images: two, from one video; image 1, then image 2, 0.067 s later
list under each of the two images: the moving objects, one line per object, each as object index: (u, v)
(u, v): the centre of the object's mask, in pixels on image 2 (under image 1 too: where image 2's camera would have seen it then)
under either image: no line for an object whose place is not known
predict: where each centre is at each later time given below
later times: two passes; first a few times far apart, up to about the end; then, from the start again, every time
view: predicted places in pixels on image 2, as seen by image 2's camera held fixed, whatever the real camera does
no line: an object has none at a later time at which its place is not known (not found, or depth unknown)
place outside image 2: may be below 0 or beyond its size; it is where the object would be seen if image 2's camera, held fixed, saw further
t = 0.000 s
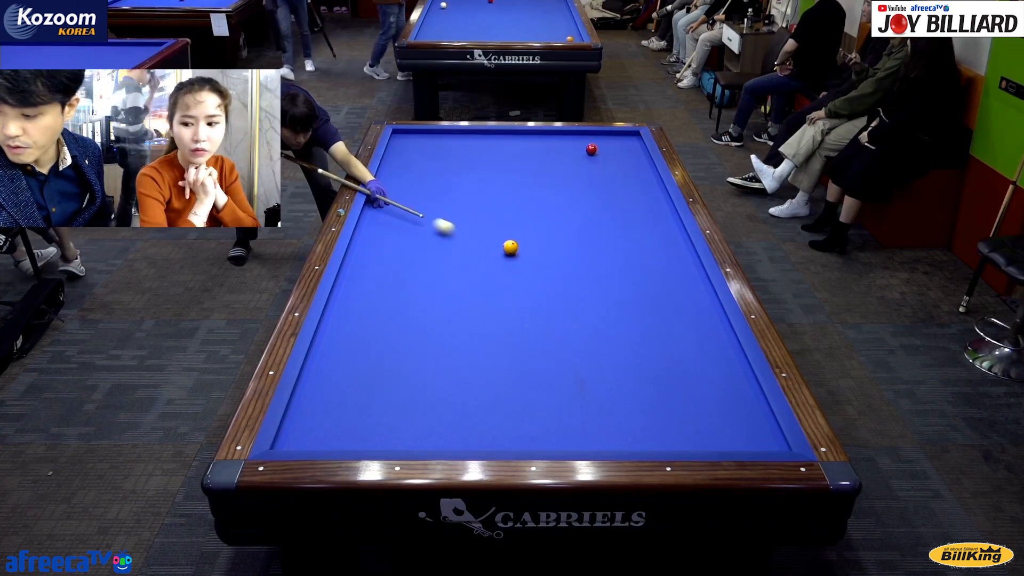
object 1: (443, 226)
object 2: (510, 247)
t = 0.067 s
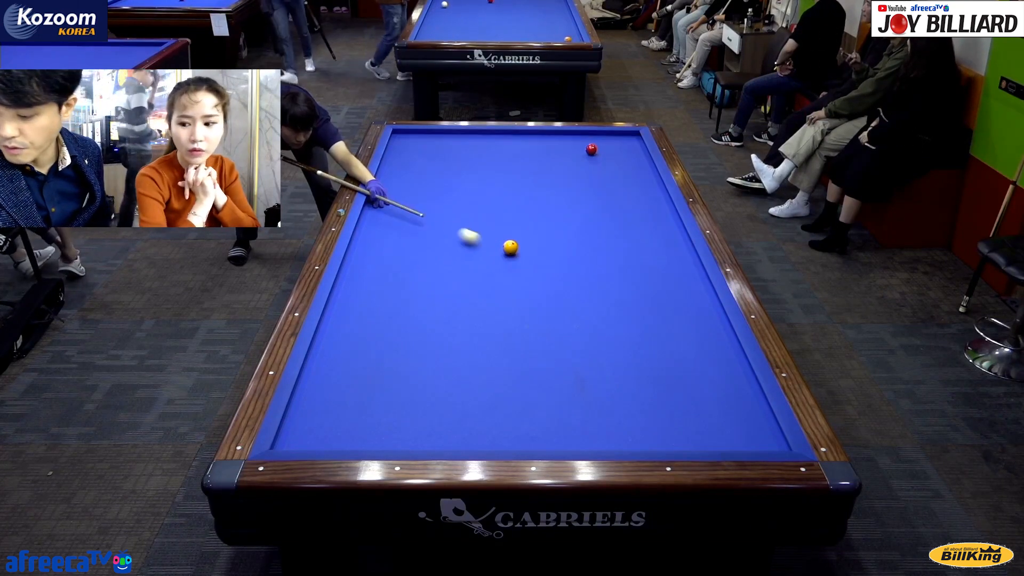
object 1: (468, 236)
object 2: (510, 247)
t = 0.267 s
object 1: (500, 269)
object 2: (560, 248)
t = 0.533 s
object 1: (534, 321)
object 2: (636, 250)
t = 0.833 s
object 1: (585, 397)
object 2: (670, 251)
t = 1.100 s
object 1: (621, 416)
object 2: (629, 252)
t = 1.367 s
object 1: (632, 372)
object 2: (590, 253)
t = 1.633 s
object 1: (642, 336)
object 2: (552, 254)
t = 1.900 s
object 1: (651, 305)
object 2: (513, 256)
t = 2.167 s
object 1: (659, 278)
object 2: (475, 257)
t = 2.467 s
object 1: (666, 251)
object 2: (433, 258)
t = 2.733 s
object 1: (671, 231)
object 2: (397, 260)
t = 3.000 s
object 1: (670, 213)
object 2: (361, 261)
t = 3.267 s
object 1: (657, 199)
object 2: (364, 262)
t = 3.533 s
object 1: (645, 186)
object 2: (384, 262)
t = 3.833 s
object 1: (633, 172)
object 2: (405, 264)
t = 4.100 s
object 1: (623, 161)
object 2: (423, 264)
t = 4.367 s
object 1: (615, 151)
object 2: (440, 265)
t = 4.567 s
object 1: (608, 144)
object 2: (453, 266)
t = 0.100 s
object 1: (482, 241)
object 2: (510, 248)
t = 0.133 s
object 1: (494, 247)
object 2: (512, 247)
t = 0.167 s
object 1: (496, 252)
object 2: (524, 247)
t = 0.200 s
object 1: (496, 258)
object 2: (537, 248)
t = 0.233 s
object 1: (498, 263)
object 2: (548, 248)
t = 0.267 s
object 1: (500, 269)
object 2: (560, 248)
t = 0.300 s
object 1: (503, 275)
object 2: (571, 248)
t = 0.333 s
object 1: (506, 281)
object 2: (581, 248)
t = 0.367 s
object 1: (510, 287)
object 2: (590, 248)
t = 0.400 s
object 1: (515, 294)
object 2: (600, 249)
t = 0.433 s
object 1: (519, 300)
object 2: (609, 249)
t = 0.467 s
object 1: (524, 307)
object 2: (618, 249)
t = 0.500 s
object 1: (529, 314)
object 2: (627, 249)
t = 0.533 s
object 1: (534, 321)
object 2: (636, 250)
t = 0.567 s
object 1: (538, 328)
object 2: (645, 250)
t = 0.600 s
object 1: (544, 336)
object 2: (654, 250)
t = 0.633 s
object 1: (549, 344)
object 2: (663, 250)
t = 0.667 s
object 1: (555, 353)
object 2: (672, 250)
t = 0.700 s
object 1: (560, 360)
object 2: (681, 251)
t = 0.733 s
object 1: (566, 369)
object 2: (688, 251)
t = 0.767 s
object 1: (572, 378)
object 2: (683, 251)
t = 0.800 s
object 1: (579, 388)
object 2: (676, 251)
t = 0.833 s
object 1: (585, 397)
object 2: (670, 251)
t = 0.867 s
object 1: (592, 407)
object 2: (665, 251)
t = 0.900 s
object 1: (598, 417)
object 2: (659, 252)
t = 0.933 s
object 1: (606, 428)
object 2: (655, 252)
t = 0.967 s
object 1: (613, 438)
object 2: (649, 252)
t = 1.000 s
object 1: (618, 439)
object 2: (644, 252)
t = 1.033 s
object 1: (619, 431)
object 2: (639, 252)
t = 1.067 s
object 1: (620, 423)
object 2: (635, 252)
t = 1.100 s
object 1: (621, 416)
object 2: (629, 252)
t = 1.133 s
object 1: (623, 409)
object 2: (624, 252)
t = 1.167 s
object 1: (624, 404)
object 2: (620, 253)
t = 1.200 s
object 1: (625, 397)
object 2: (614, 253)
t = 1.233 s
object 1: (627, 392)
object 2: (610, 253)
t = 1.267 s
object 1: (628, 387)
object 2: (605, 253)
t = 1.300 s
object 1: (630, 382)
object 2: (600, 253)
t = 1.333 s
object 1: (631, 377)
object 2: (595, 253)
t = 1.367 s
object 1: (632, 372)
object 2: (590, 253)
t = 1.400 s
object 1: (634, 367)
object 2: (585, 253)
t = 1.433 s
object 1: (635, 362)
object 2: (580, 254)
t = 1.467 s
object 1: (636, 358)
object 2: (575, 254)
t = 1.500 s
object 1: (638, 353)
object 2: (571, 254)
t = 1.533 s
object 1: (639, 348)
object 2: (566, 254)
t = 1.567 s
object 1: (640, 344)
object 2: (561, 254)
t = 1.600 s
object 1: (641, 340)
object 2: (556, 254)
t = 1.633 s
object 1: (642, 336)
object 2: (552, 254)
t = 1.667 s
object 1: (643, 331)
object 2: (547, 255)
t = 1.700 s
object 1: (645, 327)
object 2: (542, 255)
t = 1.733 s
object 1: (646, 323)
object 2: (537, 255)
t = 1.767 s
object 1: (647, 320)
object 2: (532, 255)
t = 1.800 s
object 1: (648, 316)
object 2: (527, 255)
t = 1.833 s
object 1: (649, 312)
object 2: (523, 255)
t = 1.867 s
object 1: (650, 308)
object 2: (518, 256)
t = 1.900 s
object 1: (651, 305)
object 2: (513, 256)
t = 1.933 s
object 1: (652, 301)
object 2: (508, 256)
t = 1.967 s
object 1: (653, 298)
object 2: (504, 256)
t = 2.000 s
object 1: (654, 294)
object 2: (499, 256)
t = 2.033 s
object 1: (655, 291)
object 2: (494, 256)
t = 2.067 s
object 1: (656, 287)
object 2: (489, 257)
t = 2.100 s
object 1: (657, 284)
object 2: (485, 257)
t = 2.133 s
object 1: (657, 281)
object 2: (480, 257)
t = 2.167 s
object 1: (659, 278)
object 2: (475, 257)
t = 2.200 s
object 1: (660, 275)
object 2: (470, 257)
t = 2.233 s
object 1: (660, 272)
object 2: (466, 257)
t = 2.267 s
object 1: (661, 269)
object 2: (461, 257)
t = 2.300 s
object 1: (662, 266)
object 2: (457, 257)
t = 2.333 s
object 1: (662, 262)
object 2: (452, 258)
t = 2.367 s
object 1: (664, 260)
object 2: (447, 258)
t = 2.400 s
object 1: (664, 257)
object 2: (443, 258)
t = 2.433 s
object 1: (665, 254)
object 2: (438, 258)
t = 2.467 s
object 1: (666, 251)
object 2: (433, 258)
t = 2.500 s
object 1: (666, 249)
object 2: (429, 258)
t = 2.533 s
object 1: (667, 246)
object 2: (424, 259)
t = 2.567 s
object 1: (668, 243)
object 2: (420, 259)
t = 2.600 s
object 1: (669, 241)
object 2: (415, 259)
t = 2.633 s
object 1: (669, 238)
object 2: (410, 259)
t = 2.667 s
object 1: (670, 236)
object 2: (406, 259)
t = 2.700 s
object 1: (671, 234)
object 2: (401, 259)
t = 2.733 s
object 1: (671, 231)
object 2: (397, 260)
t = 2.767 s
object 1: (671, 228)
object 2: (392, 260)
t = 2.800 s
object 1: (672, 226)
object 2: (388, 260)
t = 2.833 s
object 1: (673, 224)
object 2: (383, 260)
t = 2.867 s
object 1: (674, 221)
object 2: (378, 260)
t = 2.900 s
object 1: (674, 219)
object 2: (374, 260)
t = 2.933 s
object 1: (673, 217)
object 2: (370, 260)
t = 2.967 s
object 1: (671, 215)
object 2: (365, 260)
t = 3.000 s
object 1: (670, 213)
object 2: (361, 261)
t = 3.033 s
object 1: (668, 211)
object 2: (356, 261)
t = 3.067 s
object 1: (666, 210)
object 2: (352, 261)
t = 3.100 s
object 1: (665, 208)
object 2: (351, 261)
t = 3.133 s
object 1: (663, 206)
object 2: (354, 261)
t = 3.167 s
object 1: (661, 204)
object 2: (357, 261)
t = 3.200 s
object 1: (660, 202)
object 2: (360, 261)
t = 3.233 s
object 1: (658, 200)
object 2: (362, 262)
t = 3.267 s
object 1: (657, 199)
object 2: (364, 262)
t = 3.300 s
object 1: (655, 197)
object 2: (367, 262)
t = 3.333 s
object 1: (654, 195)
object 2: (369, 262)
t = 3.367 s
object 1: (652, 194)
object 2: (372, 262)
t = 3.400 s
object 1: (651, 192)
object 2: (374, 262)
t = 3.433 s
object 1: (649, 190)
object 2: (376, 262)
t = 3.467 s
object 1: (648, 189)
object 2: (379, 262)
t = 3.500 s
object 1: (646, 187)
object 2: (381, 262)
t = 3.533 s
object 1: (645, 186)
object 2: (384, 262)
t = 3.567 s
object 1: (643, 184)
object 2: (386, 263)
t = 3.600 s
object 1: (642, 183)
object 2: (389, 262)
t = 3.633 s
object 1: (641, 181)
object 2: (391, 263)
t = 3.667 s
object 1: (639, 179)
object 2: (393, 263)
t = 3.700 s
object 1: (638, 178)
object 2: (396, 263)
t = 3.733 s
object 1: (637, 176)
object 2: (398, 263)
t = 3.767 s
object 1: (635, 175)
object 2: (401, 263)
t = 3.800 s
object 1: (634, 174)
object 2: (403, 263)
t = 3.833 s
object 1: (633, 172)
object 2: (405, 264)
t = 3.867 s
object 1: (631, 171)
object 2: (407, 263)
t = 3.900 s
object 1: (630, 169)
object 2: (410, 264)
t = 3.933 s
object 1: (629, 168)
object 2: (412, 263)
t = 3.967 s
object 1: (628, 167)
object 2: (414, 264)
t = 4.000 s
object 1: (627, 165)
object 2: (416, 264)
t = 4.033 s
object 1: (626, 164)
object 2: (419, 264)
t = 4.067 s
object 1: (624, 162)
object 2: (421, 264)
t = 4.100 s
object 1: (623, 161)
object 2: (423, 264)
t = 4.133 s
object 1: (622, 160)
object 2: (425, 264)
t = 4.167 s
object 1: (621, 159)
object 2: (427, 264)
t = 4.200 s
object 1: (620, 157)
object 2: (429, 265)
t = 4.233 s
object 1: (619, 156)
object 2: (432, 265)
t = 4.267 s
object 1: (618, 155)
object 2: (434, 265)
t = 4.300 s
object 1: (617, 154)
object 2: (436, 265)
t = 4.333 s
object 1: (616, 152)
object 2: (438, 265)
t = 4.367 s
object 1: (615, 151)
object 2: (440, 265)
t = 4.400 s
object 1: (614, 150)
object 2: (442, 265)
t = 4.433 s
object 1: (612, 149)
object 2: (445, 265)
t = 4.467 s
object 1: (611, 148)
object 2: (447, 266)
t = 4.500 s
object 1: (610, 147)
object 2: (449, 266)
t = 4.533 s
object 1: (609, 146)
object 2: (451, 266)
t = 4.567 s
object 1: (608, 144)
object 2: (453, 266)
